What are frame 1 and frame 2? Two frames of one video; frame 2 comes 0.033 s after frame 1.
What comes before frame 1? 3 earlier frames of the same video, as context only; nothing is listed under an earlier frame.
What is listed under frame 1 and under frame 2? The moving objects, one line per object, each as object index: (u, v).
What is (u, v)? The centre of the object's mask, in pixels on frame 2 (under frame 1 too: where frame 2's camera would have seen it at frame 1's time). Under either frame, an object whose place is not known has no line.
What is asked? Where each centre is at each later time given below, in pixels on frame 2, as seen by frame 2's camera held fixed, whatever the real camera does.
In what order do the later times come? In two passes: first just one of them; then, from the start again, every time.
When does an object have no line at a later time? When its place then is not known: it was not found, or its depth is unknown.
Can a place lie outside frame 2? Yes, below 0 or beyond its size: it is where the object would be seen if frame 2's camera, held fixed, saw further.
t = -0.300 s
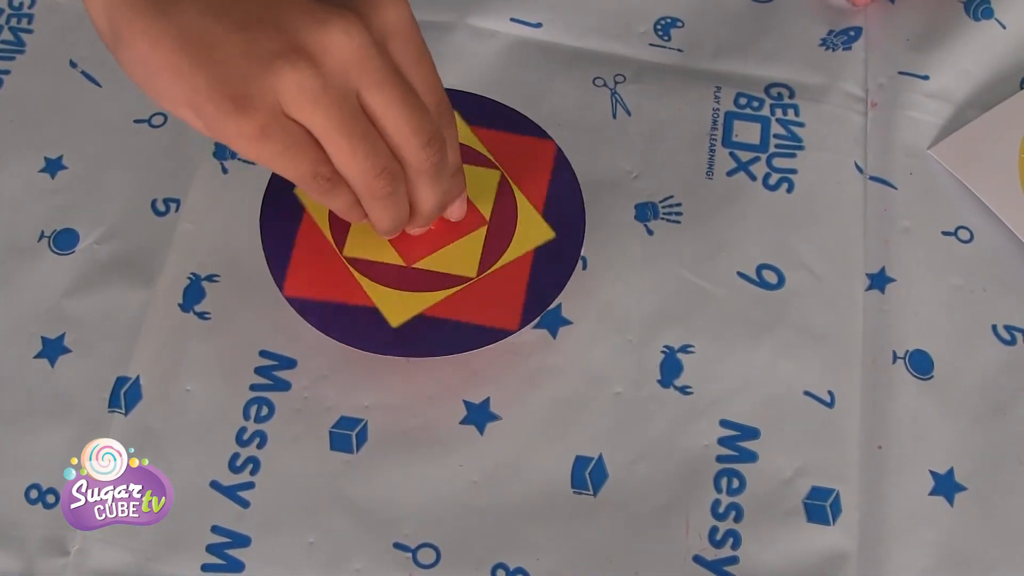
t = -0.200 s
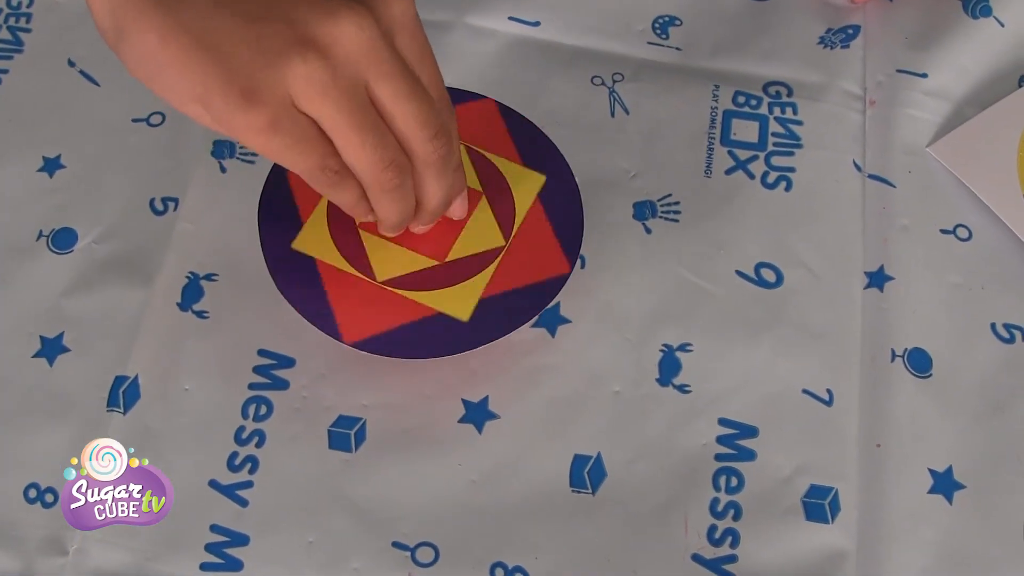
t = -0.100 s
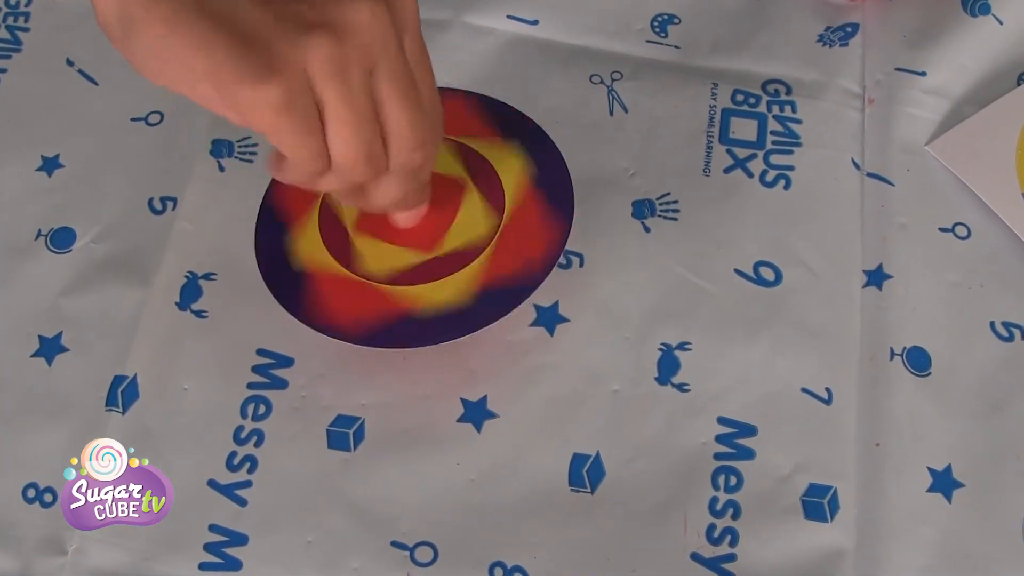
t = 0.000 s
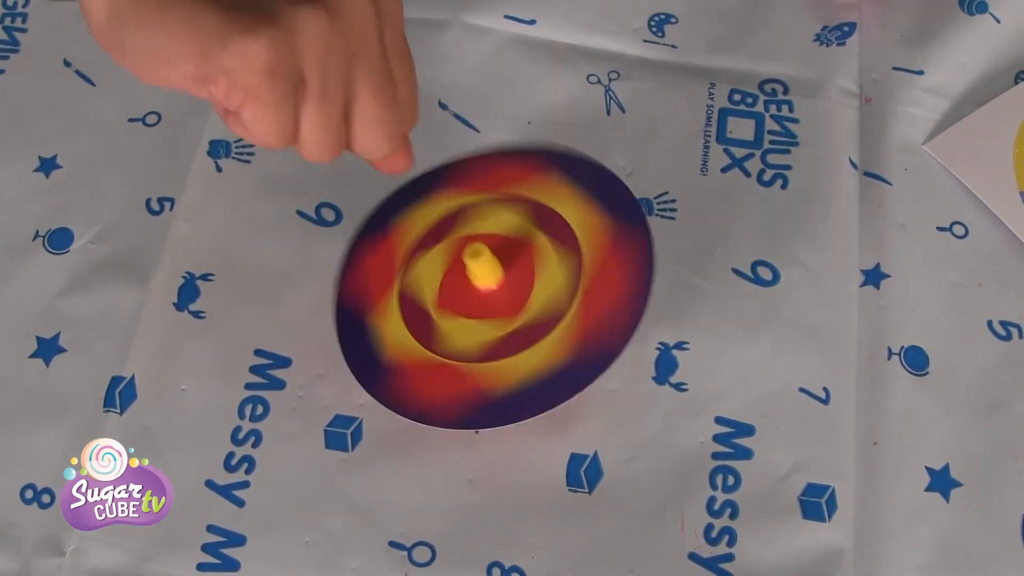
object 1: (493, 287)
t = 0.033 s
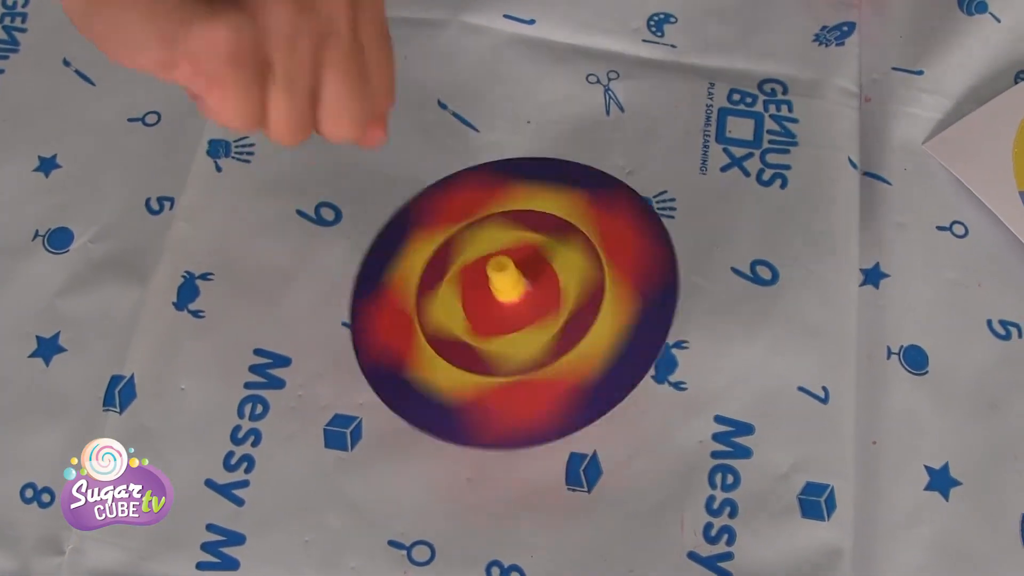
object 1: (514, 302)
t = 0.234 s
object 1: (543, 301)
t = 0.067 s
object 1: (531, 313)
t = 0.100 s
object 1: (532, 321)
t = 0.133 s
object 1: (530, 316)
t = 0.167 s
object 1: (527, 314)
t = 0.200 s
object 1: (530, 306)
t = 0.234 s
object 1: (543, 301)
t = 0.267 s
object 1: (548, 302)
